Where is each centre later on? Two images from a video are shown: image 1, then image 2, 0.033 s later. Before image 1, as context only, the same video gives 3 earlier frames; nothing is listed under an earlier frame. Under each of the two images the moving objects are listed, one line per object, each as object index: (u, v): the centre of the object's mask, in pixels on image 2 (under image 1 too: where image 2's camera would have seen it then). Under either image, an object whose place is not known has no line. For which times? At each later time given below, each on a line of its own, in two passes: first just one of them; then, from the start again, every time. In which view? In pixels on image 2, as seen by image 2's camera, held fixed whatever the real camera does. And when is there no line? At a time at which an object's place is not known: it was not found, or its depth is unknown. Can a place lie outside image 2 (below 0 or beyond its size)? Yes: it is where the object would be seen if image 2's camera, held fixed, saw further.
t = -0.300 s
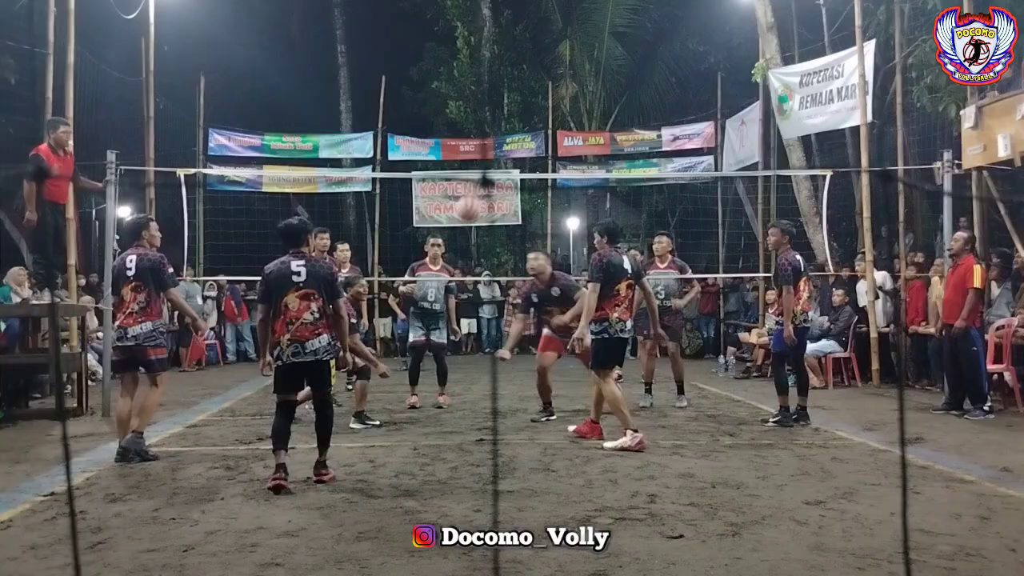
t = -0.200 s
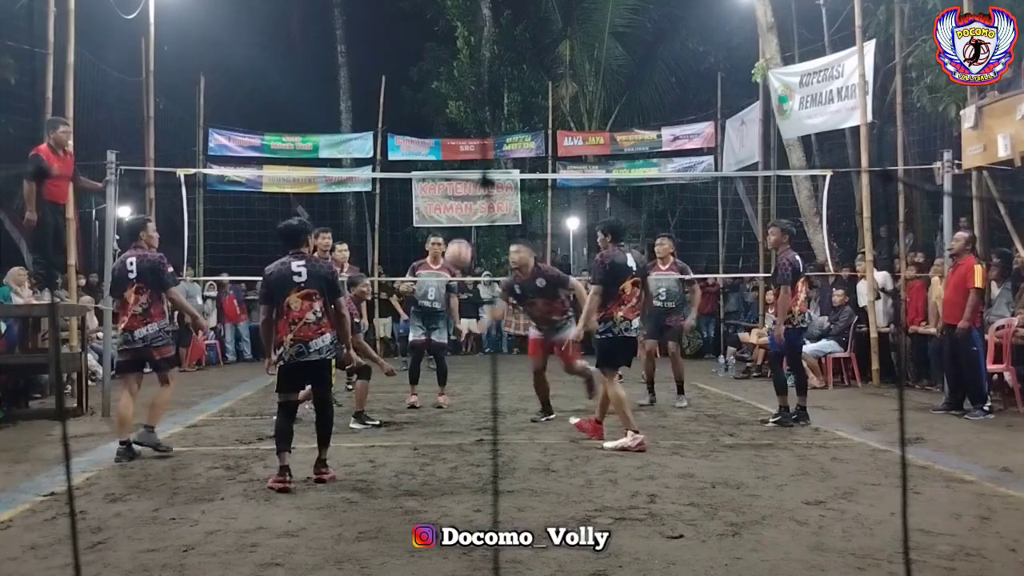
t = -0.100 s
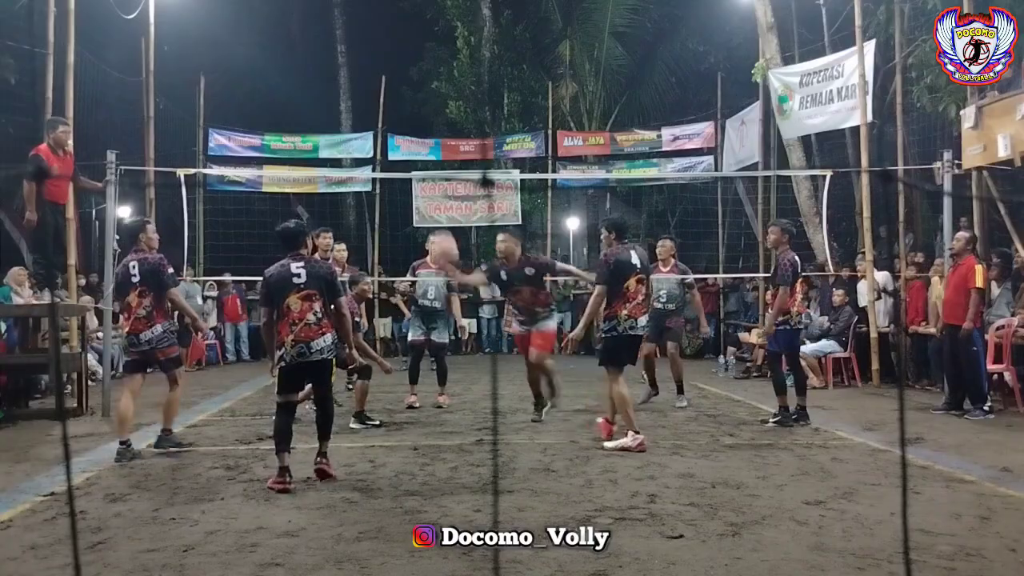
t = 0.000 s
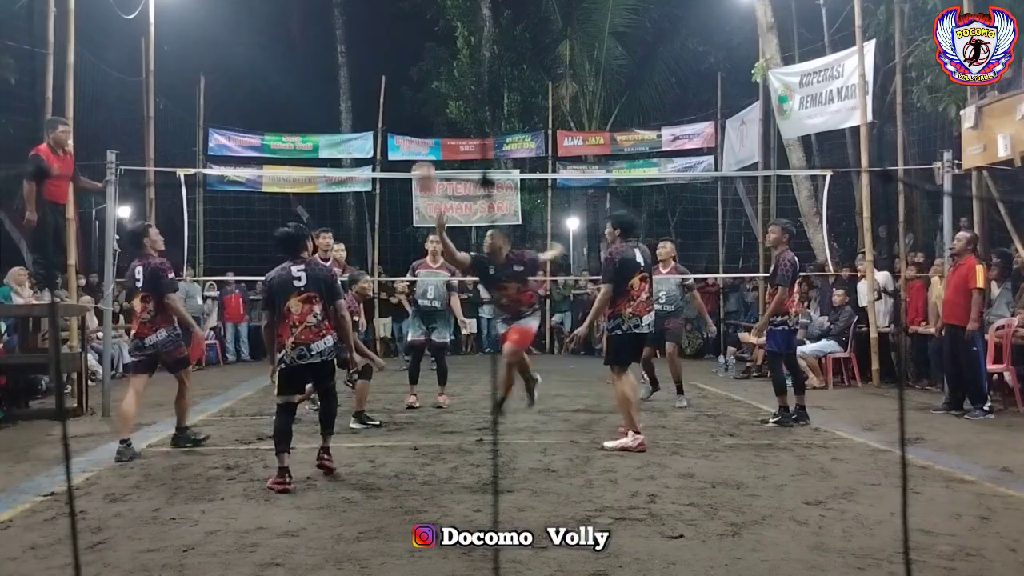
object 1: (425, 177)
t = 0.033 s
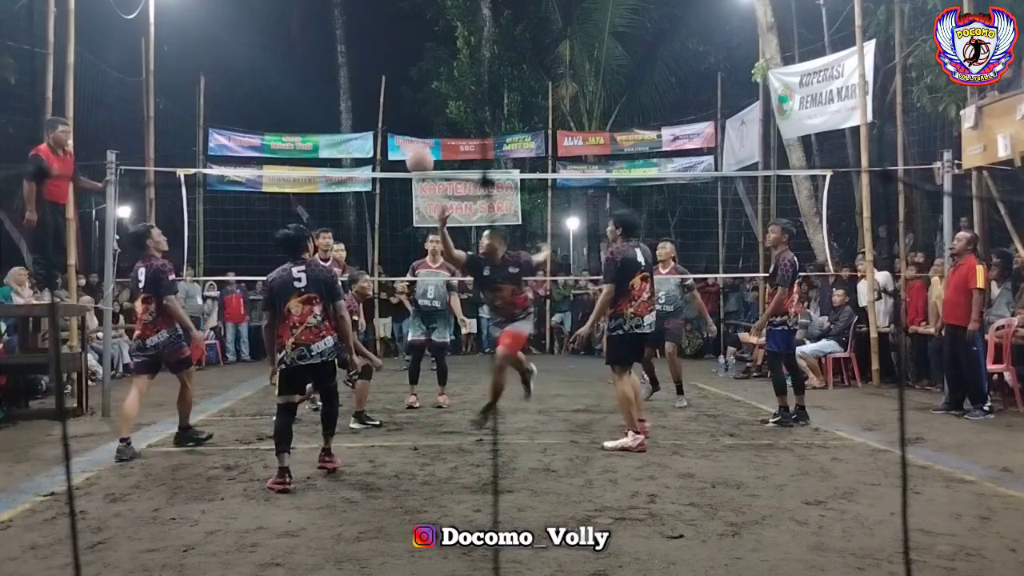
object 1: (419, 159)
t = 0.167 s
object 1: (395, 90)
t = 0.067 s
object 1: (413, 138)
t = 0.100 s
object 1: (407, 121)
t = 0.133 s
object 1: (400, 105)
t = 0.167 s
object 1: (395, 90)
